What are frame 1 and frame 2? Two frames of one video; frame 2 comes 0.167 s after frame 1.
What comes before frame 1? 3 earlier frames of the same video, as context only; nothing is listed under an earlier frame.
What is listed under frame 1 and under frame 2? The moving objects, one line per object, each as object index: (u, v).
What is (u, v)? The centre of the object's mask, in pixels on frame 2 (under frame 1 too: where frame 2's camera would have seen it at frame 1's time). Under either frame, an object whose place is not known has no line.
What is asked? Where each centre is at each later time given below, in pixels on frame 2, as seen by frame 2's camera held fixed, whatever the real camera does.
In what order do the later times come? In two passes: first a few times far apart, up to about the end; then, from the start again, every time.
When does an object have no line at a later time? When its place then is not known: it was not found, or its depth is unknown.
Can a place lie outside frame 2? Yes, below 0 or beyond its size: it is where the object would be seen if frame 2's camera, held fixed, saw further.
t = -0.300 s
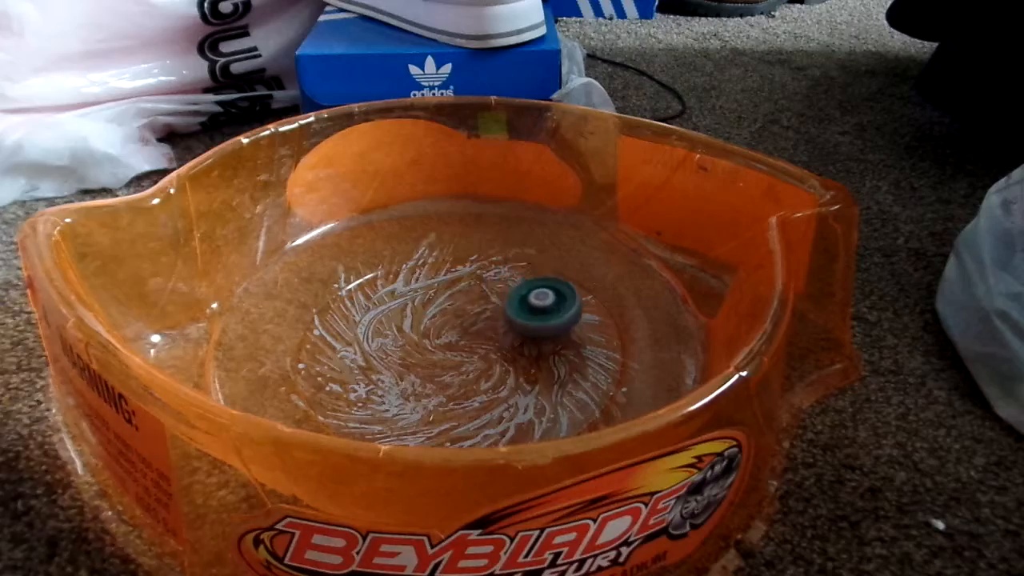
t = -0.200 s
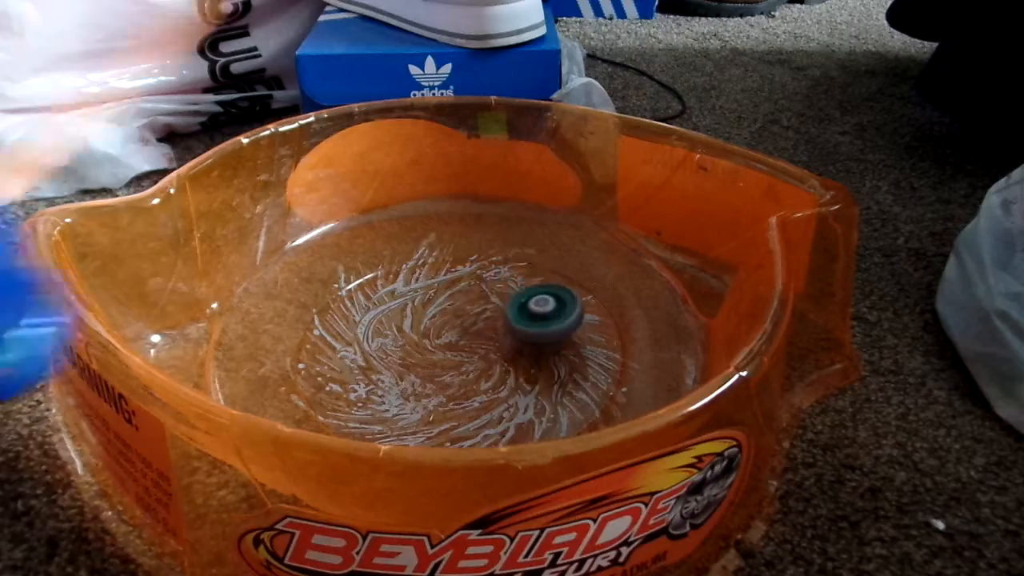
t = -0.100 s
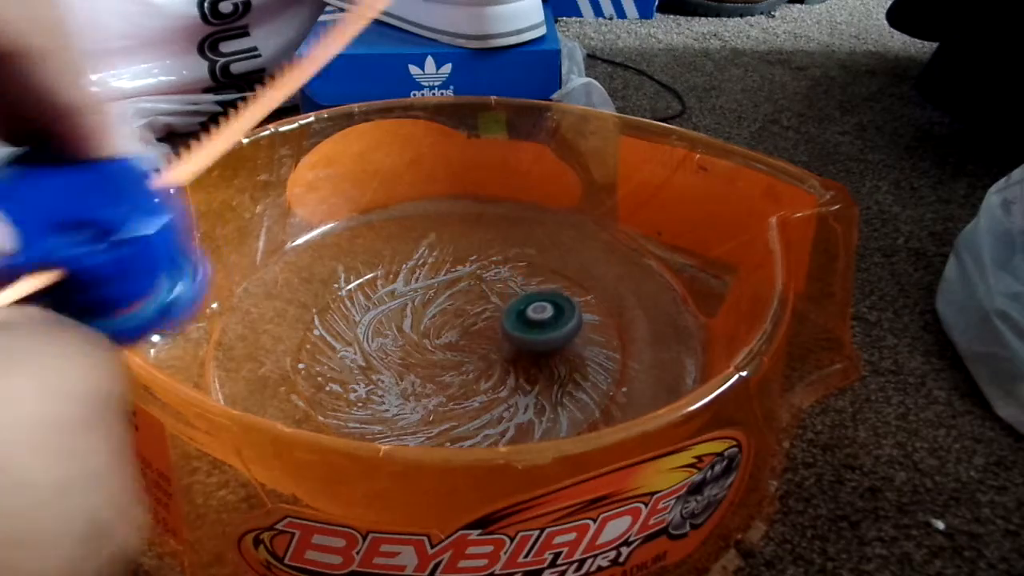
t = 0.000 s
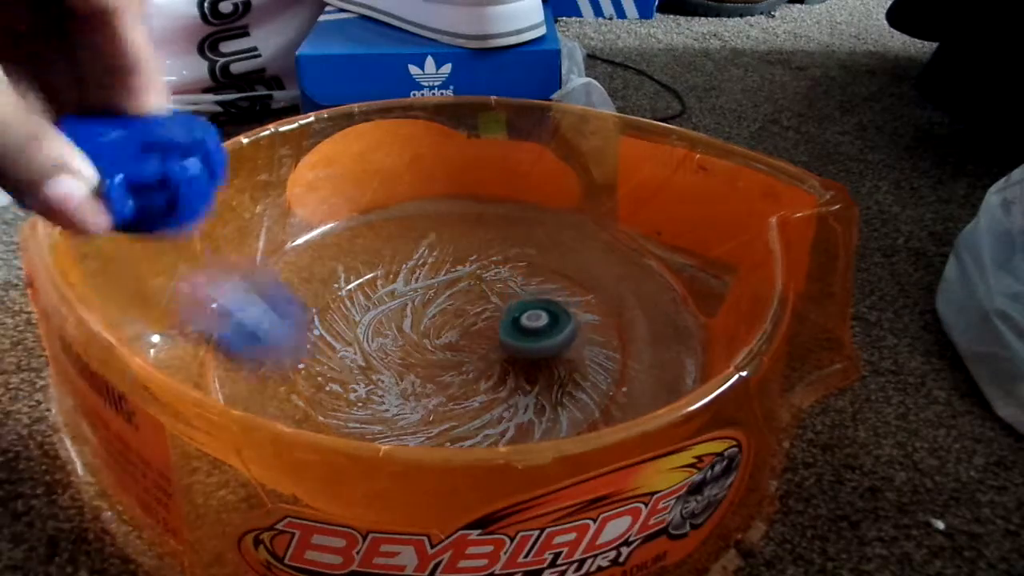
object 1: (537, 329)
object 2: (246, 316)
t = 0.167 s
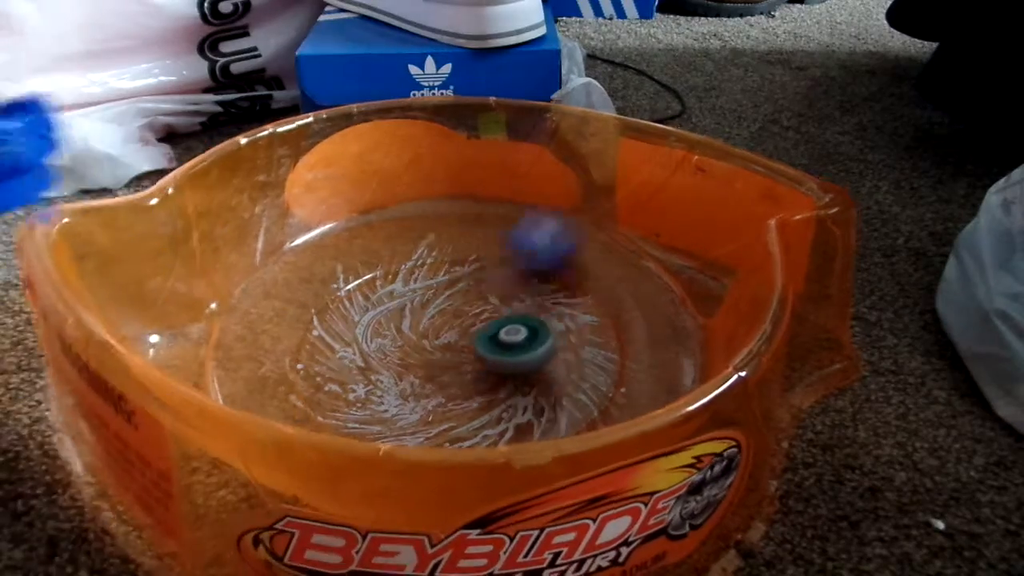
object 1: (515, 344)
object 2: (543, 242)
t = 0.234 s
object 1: (506, 351)
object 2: (553, 214)
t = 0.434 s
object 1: (494, 383)
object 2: (476, 312)
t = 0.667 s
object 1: (480, 426)
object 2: (420, 205)
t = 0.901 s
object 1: (517, 387)
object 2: (378, 310)
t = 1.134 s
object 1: (586, 404)
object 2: (466, 224)
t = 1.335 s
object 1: (521, 330)
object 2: (433, 319)
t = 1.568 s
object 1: (516, 304)
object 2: (570, 407)
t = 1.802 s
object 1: (493, 295)
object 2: (639, 330)
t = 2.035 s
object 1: (316, 239)
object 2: (638, 323)
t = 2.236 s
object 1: (309, 310)
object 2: (575, 323)
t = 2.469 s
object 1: (343, 344)
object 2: (467, 397)
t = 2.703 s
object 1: (394, 356)
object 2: (492, 431)
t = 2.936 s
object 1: (427, 362)
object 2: (526, 387)
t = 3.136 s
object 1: (355, 321)
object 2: (541, 364)
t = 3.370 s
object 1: (319, 314)
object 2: (435, 358)
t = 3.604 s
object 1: (301, 305)
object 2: (527, 379)
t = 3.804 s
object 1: (347, 314)
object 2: (522, 325)
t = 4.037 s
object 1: (327, 300)
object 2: (515, 322)
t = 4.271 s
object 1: (344, 318)
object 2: (542, 292)
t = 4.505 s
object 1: (367, 347)
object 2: (481, 309)
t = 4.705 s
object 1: (382, 366)
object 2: (484, 362)
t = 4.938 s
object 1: (396, 383)
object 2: (550, 354)
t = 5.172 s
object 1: (414, 386)
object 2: (480, 324)
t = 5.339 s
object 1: (404, 405)
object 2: (436, 315)
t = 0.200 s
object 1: (513, 345)
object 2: (564, 220)
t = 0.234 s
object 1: (506, 351)
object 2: (553, 214)
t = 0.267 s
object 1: (507, 349)
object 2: (536, 222)
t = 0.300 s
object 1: (502, 354)
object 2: (514, 251)
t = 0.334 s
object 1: (498, 360)
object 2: (489, 290)
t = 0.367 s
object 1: (500, 373)
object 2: (484, 285)
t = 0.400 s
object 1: (499, 375)
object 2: (481, 289)
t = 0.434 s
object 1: (494, 383)
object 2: (476, 312)
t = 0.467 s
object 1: (488, 408)
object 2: (464, 303)
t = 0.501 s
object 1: (481, 425)
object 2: (454, 289)
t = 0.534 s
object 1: (471, 436)
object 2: (453, 254)
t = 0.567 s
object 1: (465, 439)
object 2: (455, 234)
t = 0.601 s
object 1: (466, 437)
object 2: (448, 220)
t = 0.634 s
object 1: (473, 433)
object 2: (436, 209)
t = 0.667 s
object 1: (480, 426)
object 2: (420, 205)
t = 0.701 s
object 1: (490, 423)
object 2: (405, 217)
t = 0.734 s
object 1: (500, 417)
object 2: (390, 242)
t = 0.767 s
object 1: (506, 412)
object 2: (374, 258)
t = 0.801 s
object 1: (508, 408)
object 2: (365, 274)
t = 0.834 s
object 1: (511, 404)
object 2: (362, 287)
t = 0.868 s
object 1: (514, 396)
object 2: (367, 298)
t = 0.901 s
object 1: (517, 387)
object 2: (378, 310)
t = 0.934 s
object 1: (517, 381)
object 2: (397, 319)
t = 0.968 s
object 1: (517, 374)
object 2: (419, 325)
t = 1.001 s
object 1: (516, 369)
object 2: (442, 326)
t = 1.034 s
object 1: (524, 368)
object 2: (465, 315)
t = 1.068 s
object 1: (559, 390)
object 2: (467, 275)
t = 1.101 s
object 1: (589, 413)
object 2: (469, 246)
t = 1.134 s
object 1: (586, 404)
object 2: (466, 224)
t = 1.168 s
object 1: (574, 399)
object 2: (457, 202)
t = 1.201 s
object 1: (559, 403)
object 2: (447, 200)
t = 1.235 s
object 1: (547, 387)
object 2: (437, 226)
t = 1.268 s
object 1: (535, 361)
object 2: (424, 269)
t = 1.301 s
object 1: (526, 341)
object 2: (426, 289)
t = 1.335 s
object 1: (521, 330)
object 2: (433, 319)
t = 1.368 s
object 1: (523, 321)
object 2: (438, 345)
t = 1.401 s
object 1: (525, 315)
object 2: (446, 363)
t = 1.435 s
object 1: (525, 312)
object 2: (464, 376)
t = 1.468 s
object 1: (523, 310)
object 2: (488, 395)
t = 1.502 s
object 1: (521, 308)
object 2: (513, 408)
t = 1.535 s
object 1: (519, 306)
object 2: (543, 413)
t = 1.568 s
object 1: (516, 304)
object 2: (570, 407)
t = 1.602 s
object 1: (512, 302)
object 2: (596, 402)
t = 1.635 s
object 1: (510, 301)
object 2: (623, 392)
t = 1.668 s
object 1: (507, 299)
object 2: (651, 380)
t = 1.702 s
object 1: (503, 298)
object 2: (666, 366)
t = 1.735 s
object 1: (500, 296)
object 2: (661, 353)
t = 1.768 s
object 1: (498, 296)
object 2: (654, 342)
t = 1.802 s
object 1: (493, 295)
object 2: (639, 330)
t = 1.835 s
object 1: (491, 295)
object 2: (619, 320)
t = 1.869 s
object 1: (487, 295)
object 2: (598, 312)
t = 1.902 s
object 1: (484, 294)
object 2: (575, 305)
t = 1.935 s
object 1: (447, 281)
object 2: (582, 308)
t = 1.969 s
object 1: (387, 267)
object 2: (616, 315)
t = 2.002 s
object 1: (346, 250)
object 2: (631, 319)
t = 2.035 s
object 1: (316, 239)
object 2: (638, 323)
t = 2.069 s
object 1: (309, 243)
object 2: (638, 325)
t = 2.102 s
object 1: (307, 263)
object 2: (634, 325)
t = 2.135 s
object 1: (306, 274)
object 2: (623, 323)
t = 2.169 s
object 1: (306, 286)
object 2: (608, 322)
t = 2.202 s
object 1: (307, 298)
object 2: (593, 322)
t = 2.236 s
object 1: (309, 310)
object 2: (575, 323)
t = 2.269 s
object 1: (313, 320)
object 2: (557, 326)
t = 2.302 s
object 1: (315, 327)
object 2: (541, 331)
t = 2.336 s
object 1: (319, 332)
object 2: (526, 339)
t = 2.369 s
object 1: (326, 336)
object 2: (508, 352)
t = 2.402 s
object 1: (331, 340)
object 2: (495, 365)
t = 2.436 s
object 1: (337, 342)
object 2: (480, 381)
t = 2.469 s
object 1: (343, 344)
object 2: (467, 397)
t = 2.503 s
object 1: (350, 348)
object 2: (456, 414)
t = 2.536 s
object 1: (356, 349)
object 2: (449, 423)
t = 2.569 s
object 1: (364, 351)
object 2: (448, 427)
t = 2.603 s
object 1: (371, 352)
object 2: (455, 428)
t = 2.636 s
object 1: (379, 353)
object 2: (466, 431)
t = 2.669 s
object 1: (387, 354)
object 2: (479, 431)
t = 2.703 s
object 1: (394, 356)
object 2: (492, 431)
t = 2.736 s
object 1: (401, 357)
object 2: (506, 431)
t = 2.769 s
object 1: (406, 358)
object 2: (519, 428)
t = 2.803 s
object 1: (413, 359)
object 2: (530, 423)
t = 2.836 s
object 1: (419, 361)
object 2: (538, 416)
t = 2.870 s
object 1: (426, 362)
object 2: (537, 404)
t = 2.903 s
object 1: (431, 365)
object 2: (528, 392)
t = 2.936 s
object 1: (427, 362)
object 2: (526, 387)
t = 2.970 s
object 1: (397, 344)
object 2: (548, 388)
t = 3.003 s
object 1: (377, 336)
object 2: (560, 388)
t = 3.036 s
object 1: (366, 327)
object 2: (565, 384)
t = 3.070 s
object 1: (361, 322)
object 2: (563, 380)
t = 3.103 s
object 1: (358, 321)
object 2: (554, 372)
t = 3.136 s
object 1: (355, 321)
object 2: (541, 364)
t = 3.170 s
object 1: (351, 322)
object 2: (525, 359)
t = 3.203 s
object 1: (349, 323)
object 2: (507, 353)
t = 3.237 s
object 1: (346, 324)
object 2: (487, 349)
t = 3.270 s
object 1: (344, 324)
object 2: (467, 347)
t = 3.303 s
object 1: (343, 325)
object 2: (448, 347)
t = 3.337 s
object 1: (342, 326)
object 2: (427, 348)
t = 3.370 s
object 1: (319, 314)
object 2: (435, 358)
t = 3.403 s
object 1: (301, 305)
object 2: (448, 367)
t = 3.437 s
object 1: (297, 302)
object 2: (459, 375)
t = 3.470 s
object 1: (296, 301)
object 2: (470, 381)
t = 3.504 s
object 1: (296, 301)
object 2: (485, 385)
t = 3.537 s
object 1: (296, 302)
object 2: (501, 386)
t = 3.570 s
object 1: (298, 303)
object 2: (514, 384)
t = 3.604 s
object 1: (301, 305)
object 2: (527, 379)
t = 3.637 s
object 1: (305, 306)
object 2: (535, 371)
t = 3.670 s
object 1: (313, 310)
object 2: (540, 363)
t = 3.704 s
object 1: (321, 313)
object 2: (541, 354)
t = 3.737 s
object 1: (330, 314)
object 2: (539, 342)
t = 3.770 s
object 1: (339, 314)
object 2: (532, 334)
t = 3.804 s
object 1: (347, 314)
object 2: (522, 325)
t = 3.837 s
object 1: (355, 314)
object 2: (507, 321)
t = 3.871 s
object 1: (364, 314)
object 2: (494, 317)
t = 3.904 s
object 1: (374, 315)
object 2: (478, 316)
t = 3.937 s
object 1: (374, 313)
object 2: (469, 316)
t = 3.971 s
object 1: (348, 307)
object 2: (489, 318)
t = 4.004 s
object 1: (332, 303)
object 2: (505, 321)
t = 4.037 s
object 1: (327, 300)
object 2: (515, 322)
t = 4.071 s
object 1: (329, 297)
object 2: (526, 321)
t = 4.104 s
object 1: (332, 299)
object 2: (535, 318)
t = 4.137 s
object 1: (336, 302)
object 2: (542, 314)
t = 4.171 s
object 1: (338, 306)
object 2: (547, 308)
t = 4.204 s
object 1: (341, 310)
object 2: (548, 302)
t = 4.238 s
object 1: (343, 314)
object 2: (547, 297)
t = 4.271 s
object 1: (344, 318)
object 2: (542, 292)
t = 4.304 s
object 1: (348, 323)
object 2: (535, 289)
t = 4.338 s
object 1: (351, 327)
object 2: (524, 288)
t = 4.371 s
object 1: (353, 330)
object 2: (513, 289)
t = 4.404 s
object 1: (357, 334)
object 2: (503, 291)
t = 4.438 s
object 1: (359, 338)
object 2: (495, 295)
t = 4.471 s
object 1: (362, 343)
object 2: (486, 301)
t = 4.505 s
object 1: (367, 347)
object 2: (481, 309)
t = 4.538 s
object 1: (369, 349)
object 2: (476, 317)
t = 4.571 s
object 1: (372, 353)
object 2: (473, 325)
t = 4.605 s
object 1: (375, 356)
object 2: (472, 335)
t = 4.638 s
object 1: (379, 361)
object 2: (475, 345)
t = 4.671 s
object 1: (381, 363)
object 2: (477, 354)
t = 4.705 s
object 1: (382, 366)
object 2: (484, 362)
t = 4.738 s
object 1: (384, 368)
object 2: (494, 367)
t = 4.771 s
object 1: (386, 372)
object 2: (506, 372)
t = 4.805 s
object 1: (388, 374)
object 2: (519, 373)
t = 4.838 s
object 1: (390, 377)
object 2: (531, 371)
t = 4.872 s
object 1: (392, 380)
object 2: (541, 366)
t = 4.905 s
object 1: (394, 381)
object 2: (548, 361)
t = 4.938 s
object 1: (396, 383)
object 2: (550, 354)
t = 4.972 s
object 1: (398, 384)
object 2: (550, 345)
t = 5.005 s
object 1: (400, 386)
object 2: (545, 336)
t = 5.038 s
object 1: (403, 387)
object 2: (537, 330)
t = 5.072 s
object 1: (405, 387)
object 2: (524, 326)
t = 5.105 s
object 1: (407, 387)
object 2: (510, 323)
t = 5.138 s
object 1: (411, 387)
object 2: (495, 323)
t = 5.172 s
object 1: (414, 386)
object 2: (480, 324)
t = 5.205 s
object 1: (417, 385)
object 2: (466, 327)
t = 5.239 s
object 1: (418, 384)
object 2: (454, 328)
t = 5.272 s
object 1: (410, 396)
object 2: (447, 324)
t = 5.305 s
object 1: (405, 403)
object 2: (443, 318)
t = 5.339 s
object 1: (404, 405)
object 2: (436, 315)
